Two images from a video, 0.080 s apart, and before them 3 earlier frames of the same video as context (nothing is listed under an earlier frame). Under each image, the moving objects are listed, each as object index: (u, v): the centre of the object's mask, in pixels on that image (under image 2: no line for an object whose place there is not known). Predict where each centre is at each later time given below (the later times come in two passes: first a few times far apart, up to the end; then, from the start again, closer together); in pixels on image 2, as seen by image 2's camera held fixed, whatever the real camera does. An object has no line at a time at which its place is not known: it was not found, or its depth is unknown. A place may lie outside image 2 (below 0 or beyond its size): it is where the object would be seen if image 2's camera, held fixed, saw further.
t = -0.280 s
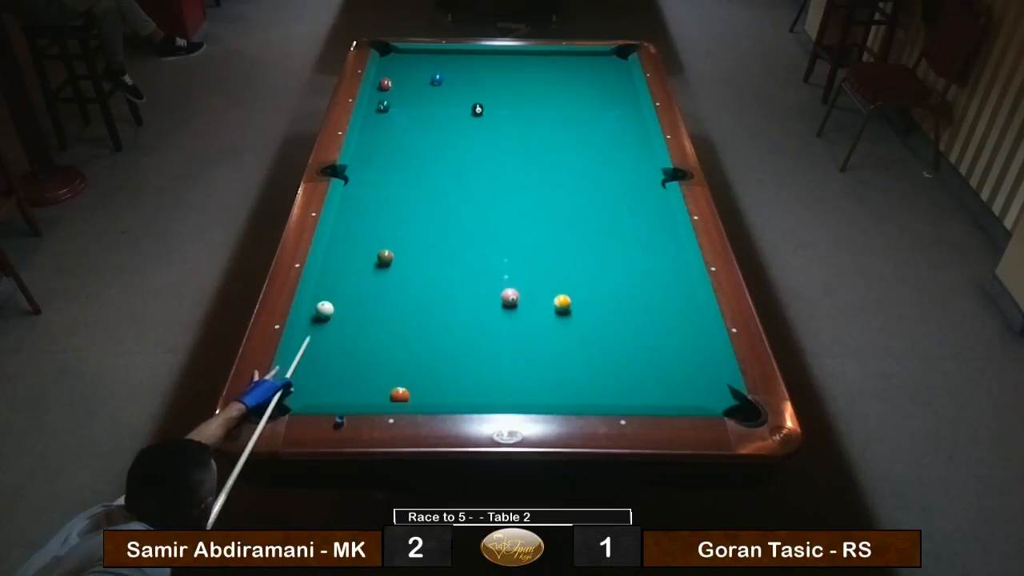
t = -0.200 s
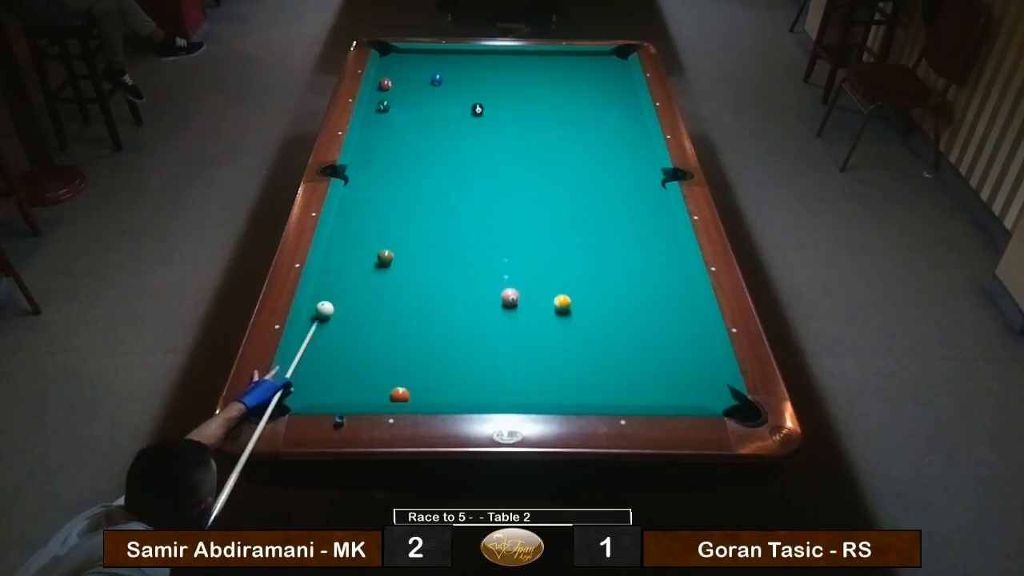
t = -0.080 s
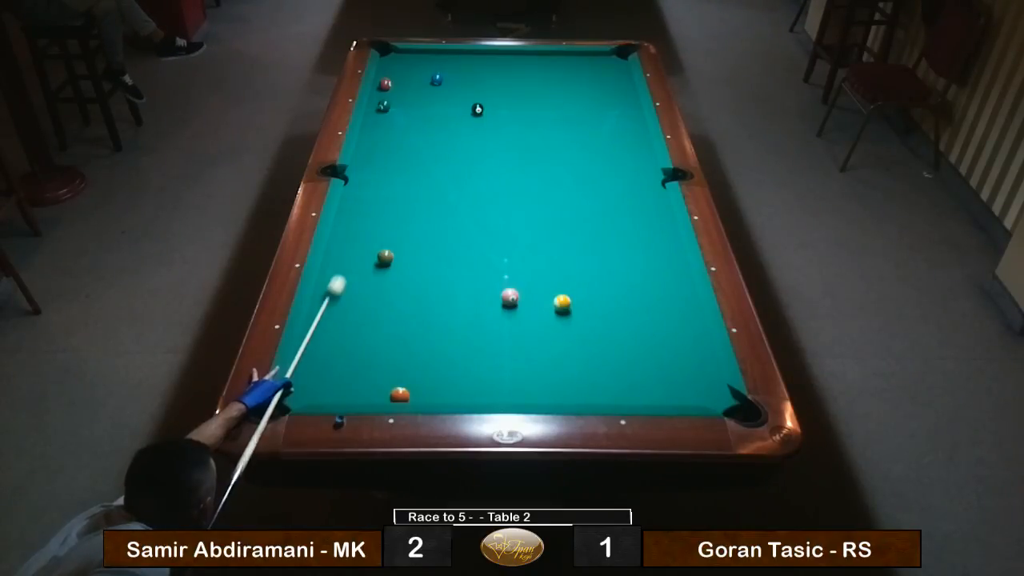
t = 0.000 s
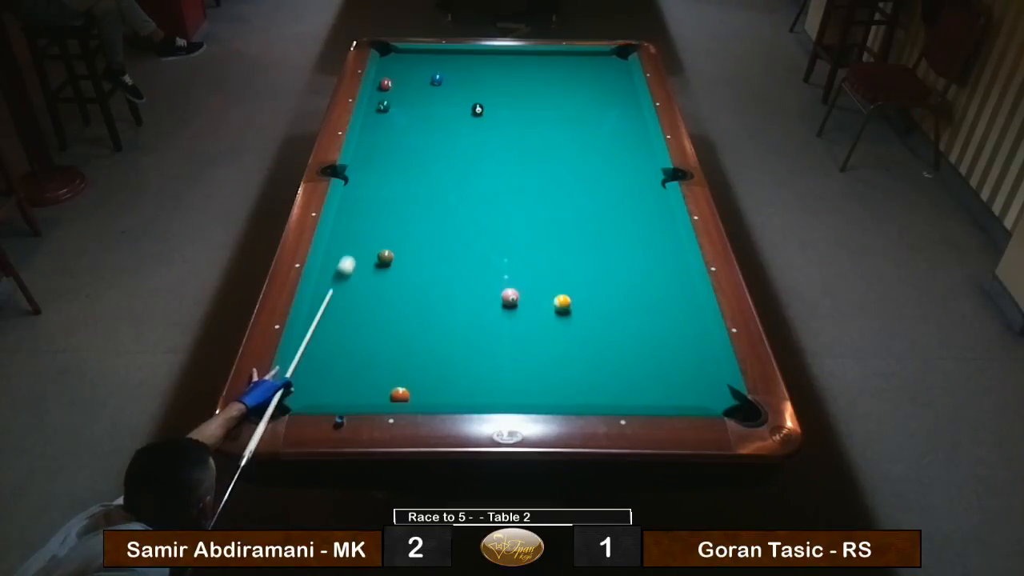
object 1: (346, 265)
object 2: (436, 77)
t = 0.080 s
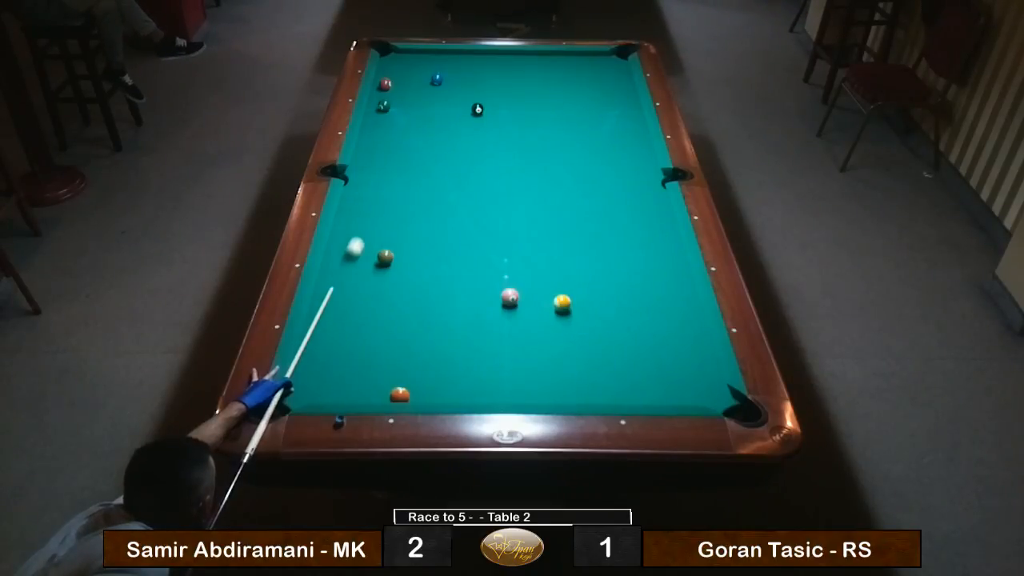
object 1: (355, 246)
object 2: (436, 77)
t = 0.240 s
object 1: (371, 213)
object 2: (436, 78)
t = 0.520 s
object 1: (395, 163)
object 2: (436, 78)
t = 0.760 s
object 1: (411, 128)
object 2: (436, 78)
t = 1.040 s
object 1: (428, 92)
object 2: (436, 78)
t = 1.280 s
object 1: (427, 79)
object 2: (448, 66)
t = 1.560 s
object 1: (420, 71)
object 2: (463, 53)
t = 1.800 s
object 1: (415, 64)
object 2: (469, 63)
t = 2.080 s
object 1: (409, 57)
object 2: (476, 71)
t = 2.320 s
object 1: (405, 52)
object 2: (482, 78)
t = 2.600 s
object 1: (401, 54)
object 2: (488, 87)
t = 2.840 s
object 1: (398, 56)
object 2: (494, 94)
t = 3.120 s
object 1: (395, 59)
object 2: (500, 102)
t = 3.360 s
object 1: (393, 60)
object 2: (506, 109)
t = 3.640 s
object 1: (391, 62)
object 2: (511, 116)
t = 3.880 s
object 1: (390, 63)
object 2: (516, 121)
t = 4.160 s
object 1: (390, 63)
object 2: (521, 127)
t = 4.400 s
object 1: (390, 63)
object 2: (525, 131)
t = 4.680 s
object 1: (390, 63)
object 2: (530, 136)
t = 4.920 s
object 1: (390, 63)
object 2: (533, 138)
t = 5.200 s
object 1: (390, 63)
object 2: (537, 142)
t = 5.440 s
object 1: (390, 63)
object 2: (538, 145)
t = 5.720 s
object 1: (390, 63)
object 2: (540, 146)
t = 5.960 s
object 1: (390, 63)
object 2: (541, 147)
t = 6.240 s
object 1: (390, 63)
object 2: (542, 147)
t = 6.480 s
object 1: (390, 63)
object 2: (542, 147)
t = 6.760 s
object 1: (390, 63)
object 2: (542, 147)
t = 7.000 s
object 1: (390, 63)
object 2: (542, 148)
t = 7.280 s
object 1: (390, 63)
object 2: (542, 147)
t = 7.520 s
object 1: (390, 63)
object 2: (542, 148)
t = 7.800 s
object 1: (390, 63)
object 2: (542, 147)
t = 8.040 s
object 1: (390, 63)
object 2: (542, 147)
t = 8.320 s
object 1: (390, 63)
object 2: (542, 147)
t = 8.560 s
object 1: (390, 63)
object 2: (542, 147)
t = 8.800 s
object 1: (390, 63)
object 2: (542, 147)
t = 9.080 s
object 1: (390, 63)
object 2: (542, 147)
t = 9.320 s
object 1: (390, 63)
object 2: (542, 147)
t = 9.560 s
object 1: (390, 63)
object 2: (542, 147)
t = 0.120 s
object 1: (359, 238)
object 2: (436, 78)
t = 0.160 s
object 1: (363, 229)
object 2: (436, 78)
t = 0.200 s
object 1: (367, 221)
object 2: (436, 78)
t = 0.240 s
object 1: (371, 213)
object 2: (436, 78)
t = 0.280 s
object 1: (375, 205)
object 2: (436, 78)
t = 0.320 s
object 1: (378, 198)
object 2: (436, 78)
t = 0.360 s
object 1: (382, 191)
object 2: (436, 78)
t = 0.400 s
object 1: (385, 184)
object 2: (436, 78)
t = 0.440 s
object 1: (388, 177)
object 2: (436, 78)
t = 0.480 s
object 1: (392, 170)
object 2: (436, 78)
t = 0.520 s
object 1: (395, 163)
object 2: (436, 78)
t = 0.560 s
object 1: (398, 157)
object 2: (436, 78)
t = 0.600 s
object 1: (401, 151)
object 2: (436, 78)
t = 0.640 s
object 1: (403, 145)
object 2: (436, 78)
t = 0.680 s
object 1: (406, 139)
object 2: (436, 78)
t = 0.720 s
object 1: (409, 133)
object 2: (436, 78)
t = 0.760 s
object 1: (411, 128)
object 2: (436, 78)
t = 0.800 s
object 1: (414, 122)
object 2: (436, 77)
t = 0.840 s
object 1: (416, 117)
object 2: (436, 77)
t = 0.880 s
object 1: (419, 112)
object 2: (436, 78)
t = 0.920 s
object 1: (421, 107)
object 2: (436, 77)
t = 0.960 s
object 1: (424, 102)
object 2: (436, 77)
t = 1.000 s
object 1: (426, 97)
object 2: (436, 77)
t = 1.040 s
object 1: (428, 92)
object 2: (436, 78)
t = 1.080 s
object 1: (430, 88)
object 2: (437, 76)
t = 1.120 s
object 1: (432, 83)
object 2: (438, 76)
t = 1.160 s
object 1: (430, 83)
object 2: (440, 75)
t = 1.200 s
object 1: (429, 82)
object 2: (443, 73)
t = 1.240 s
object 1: (428, 81)
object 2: (446, 70)
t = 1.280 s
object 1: (427, 79)
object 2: (448, 66)
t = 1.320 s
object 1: (426, 78)
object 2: (451, 64)
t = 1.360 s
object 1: (425, 77)
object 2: (453, 62)
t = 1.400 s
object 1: (424, 76)
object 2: (455, 59)
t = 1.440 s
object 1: (423, 74)
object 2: (458, 57)
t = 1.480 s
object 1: (422, 73)
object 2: (460, 55)
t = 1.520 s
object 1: (421, 72)
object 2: (462, 53)
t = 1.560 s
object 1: (420, 71)
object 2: (463, 53)
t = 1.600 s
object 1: (419, 70)
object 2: (464, 55)
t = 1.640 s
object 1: (418, 69)
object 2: (466, 57)
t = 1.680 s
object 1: (418, 67)
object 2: (466, 58)
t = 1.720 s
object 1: (417, 66)
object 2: (467, 59)
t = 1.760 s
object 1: (416, 66)
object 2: (468, 62)
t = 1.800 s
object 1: (415, 64)
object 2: (469, 63)
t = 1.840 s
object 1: (414, 63)
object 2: (470, 63)
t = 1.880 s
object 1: (413, 62)
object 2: (471, 64)
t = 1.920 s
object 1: (412, 61)
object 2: (472, 65)
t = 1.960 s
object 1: (412, 60)
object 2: (474, 67)
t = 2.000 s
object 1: (411, 59)
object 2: (474, 69)
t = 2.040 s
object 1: (410, 58)
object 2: (475, 70)
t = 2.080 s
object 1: (409, 57)
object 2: (476, 71)
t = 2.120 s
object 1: (409, 56)
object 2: (477, 72)
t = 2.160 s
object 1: (408, 56)
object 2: (478, 74)
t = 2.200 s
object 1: (407, 55)
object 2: (479, 75)
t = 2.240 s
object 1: (407, 54)
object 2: (480, 76)
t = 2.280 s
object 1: (406, 53)
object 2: (481, 77)
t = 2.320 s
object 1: (405, 52)
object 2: (482, 78)
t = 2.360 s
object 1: (405, 51)
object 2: (483, 80)
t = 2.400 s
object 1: (404, 52)
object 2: (484, 82)
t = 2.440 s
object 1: (403, 53)
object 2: (485, 83)
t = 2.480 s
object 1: (403, 53)
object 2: (486, 84)
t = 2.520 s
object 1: (402, 53)
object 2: (486, 85)
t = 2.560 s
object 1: (402, 54)
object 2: (487, 86)
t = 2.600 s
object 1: (401, 54)
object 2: (488, 87)
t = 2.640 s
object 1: (401, 55)
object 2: (489, 89)
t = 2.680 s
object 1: (400, 55)
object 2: (490, 88)
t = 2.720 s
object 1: (400, 56)
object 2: (491, 90)
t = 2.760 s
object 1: (399, 56)
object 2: (492, 92)
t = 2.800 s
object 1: (399, 56)
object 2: (493, 93)
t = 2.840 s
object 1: (398, 56)
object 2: (494, 94)
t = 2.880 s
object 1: (398, 57)
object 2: (495, 95)
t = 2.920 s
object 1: (397, 57)
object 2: (496, 96)
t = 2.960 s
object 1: (397, 58)
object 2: (497, 98)
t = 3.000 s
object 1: (396, 58)
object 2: (498, 99)
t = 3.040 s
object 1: (396, 58)
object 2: (499, 100)
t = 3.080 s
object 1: (396, 58)
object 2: (499, 100)
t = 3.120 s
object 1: (395, 59)
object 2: (500, 102)
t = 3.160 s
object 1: (395, 59)
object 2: (501, 103)
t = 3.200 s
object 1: (394, 59)
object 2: (502, 104)
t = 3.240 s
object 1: (394, 60)
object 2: (503, 106)
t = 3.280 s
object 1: (394, 60)
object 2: (504, 107)
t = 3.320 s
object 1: (393, 60)
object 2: (505, 108)
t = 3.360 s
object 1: (393, 60)
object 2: (506, 109)
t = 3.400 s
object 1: (393, 61)
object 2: (507, 109)
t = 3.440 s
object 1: (393, 61)
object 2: (508, 110)
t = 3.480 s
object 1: (392, 61)
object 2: (508, 111)
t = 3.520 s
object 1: (392, 61)
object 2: (509, 113)
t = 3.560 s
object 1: (392, 62)
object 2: (510, 114)
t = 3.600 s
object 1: (391, 62)
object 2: (511, 115)
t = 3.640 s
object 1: (391, 62)
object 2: (511, 116)
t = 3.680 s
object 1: (391, 62)
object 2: (512, 117)
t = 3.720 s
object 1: (391, 62)
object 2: (513, 117)
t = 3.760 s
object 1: (391, 62)
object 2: (514, 118)
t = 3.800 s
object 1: (391, 62)
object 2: (515, 119)
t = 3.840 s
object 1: (390, 63)
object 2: (515, 120)
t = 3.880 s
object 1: (390, 63)
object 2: (516, 121)
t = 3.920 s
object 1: (390, 63)
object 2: (517, 122)
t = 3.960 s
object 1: (390, 63)
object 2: (518, 123)
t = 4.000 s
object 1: (390, 63)
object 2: (518, 124)
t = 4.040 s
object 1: (390, 63)
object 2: (519, 125)
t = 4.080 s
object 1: (390, 63)
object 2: (520, 125)
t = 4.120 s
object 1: (390, 63)
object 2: (521, 126)
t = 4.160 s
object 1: (390, 63)
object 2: (521, 127)
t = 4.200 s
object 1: (390, 63)
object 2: (522, 127)
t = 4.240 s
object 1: (390, 63)
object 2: (523, 128)
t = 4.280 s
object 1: (390, 63)
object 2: (523, 128)
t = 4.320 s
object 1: (390, 63)
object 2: (524, 129)
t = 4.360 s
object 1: (390, 63)
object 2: (525, 130)
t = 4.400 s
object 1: (390, 63)
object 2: (525, 131)
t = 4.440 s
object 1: (390, 63)
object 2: (526, 132)
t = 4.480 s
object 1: (390, 63)
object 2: (527, 132)
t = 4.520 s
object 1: (390, 63)
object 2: (528, 133)
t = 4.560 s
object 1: (390, 63)
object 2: (528, 133)
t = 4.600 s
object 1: (390, 63)
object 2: (529, 135)
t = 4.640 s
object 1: (390, 63)
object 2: (529, 135)
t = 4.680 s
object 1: (390, 63)
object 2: (530, 136)
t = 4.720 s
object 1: (390, 63)
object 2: (531, 136)
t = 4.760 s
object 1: (390, 63)
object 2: (531, 136)
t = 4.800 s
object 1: (390, 63)
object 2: (532, 137)
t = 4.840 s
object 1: (390, 63)
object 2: (532, 137)
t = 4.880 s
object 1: (390, 63)
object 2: (533, 138)
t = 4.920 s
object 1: (390, 63)
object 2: (533, 138)
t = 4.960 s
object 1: (390, 63)
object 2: (534, 139)
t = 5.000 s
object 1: (390, 63)
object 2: (534, 140)
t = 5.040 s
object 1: (390, 63)
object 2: (535, 141)
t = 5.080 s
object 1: (390, 63)
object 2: (535, 141)
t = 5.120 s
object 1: (390, 63)
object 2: (536, 141)
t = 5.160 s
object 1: (390, 63)
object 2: (536, 142)
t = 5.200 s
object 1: (390, 63)
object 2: (537, 142)
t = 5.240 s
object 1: (390, 63)
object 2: (537, 143)
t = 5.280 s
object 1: (390, 63)
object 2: (537, 143)
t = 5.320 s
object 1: (390, 63)
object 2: (538, 144)
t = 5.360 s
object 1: (390, 63)
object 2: (538, 144)
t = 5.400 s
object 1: (390, 63)
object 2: (538, 144)
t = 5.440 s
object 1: (390, 63)
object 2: (538, 145)
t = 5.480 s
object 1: (390, 63)
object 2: (539, 145)
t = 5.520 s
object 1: (390, 63)
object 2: (539, 145)
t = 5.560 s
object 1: (390, 63)
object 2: (539, 145)
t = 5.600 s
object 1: (390, 63)
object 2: (540, 145)
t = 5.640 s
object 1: (390, 63)
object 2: (540, 146)
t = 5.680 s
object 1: (390, 63)
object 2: (540, 146)
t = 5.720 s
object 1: (390, 63)
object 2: (540, 146)
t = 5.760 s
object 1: (390, 63)
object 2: (541, 146)
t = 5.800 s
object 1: (390, 63)
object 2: (541, 146)
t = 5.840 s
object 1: (390, 63)
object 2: (541, 146)
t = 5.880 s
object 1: (390, 63)
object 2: (541, 146)
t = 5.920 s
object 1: (390, 63)
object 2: (541, 147)
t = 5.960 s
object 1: (390, 63)
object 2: (541, 147)
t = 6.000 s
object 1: (390, 63)
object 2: (542, 147)
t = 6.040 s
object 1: (390, 63)
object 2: (542, 147)
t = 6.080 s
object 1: (390, 63)
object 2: (542, 147)
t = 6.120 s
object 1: (390, 63)
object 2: (542, 147)
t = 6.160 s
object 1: (390, 63)
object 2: (542, 147)
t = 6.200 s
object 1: (390, 63)
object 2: (542, 147)
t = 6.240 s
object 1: (390, 63)
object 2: (542, 147)
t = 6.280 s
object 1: (390, 63)
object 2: (542, 147)
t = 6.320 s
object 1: (390, 63)
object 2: (542, 147)
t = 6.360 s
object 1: (390, 63)
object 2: (542, 147)
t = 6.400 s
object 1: (390, 63)
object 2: (542, 147)
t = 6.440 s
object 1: (390, 63)
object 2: (542, 147)
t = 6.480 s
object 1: (390, 63)
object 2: (542, 147)
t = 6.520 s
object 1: (390, 63)
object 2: (542, 147)
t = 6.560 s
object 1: (390, 63)
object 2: (542, 147)
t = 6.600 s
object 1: (390, 63)
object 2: (542, 148)
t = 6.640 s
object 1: (390, 63)
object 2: (542, 147)
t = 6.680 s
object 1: (390, 63)
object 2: (542, 147)
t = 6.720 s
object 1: (390, 63)
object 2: (542, 147)
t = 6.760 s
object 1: (390, 63)
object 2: (542, 147)
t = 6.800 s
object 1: (390, 63)
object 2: (542, 147)
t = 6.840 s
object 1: (390, 63)
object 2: (542, 147)
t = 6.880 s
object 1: (390, 63)
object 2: (542, 147)
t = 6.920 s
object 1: (390, 63)
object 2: (542, 147)
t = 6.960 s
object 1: (390, 63)
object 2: (542, 147)
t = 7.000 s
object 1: (390, 63)
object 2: (542, 148)
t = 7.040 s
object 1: (390, 63)
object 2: (542, 147)
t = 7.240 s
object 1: (390, 63)
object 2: (542, 148)
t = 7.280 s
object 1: (390, 63)
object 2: (542, 147)
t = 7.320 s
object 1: (390, 63)
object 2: (542, 147)
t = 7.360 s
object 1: (390, 63)
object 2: (542, 147)
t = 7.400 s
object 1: (390, 63)
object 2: (542, 147)
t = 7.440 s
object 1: (390, 63)
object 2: (542, 147)
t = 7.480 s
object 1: (390, 63)
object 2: (542, 148)
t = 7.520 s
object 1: (390, 63)
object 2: (542, 148)
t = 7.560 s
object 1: (390, 63)
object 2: (542, 147)
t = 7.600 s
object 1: (390, 63)
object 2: (542, 147)
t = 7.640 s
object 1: (390, 63)
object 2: (542, 147)
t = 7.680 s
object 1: (390, 63)
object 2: (542, 147)
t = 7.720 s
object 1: (390, 63)
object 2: (542, 147)
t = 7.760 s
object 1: (390, 63)
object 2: (542, 147)
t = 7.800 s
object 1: (390, 63)
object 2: (542, 147)
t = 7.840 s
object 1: (390, 63)
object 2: (542, 147)
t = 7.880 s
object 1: (390, 63)
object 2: (542, 147)
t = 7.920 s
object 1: (390, 63)
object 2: (542, 147)
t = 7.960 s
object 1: (390, 63)
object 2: (542, 147)
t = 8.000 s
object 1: (390, 63)
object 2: (542, 147)
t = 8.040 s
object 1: (390, 63)
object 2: (542, 147)
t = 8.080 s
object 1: (390, 63)
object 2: (542, 147)
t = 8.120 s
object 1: (390, 63)
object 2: (542, 147)
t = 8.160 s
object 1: (390, 63)
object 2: (542, 147)
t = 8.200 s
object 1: (390, 63)
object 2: (542, 147)
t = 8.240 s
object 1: (390, 63)
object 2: (542, 147)
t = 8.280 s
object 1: (390, 63)
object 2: (542, 147)
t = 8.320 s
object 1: (390, 63)
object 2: (542, 147)
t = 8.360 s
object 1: (390, 63)
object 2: (542, 147)
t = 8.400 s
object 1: (390, 63)
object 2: (542, 147)
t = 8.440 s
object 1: (390, 63)
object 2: (542, 147)
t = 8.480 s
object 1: (390, 63)
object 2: (542, 147)
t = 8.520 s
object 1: (390, 63)
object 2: (542, 147)
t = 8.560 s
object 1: (390, 63)
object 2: (542, 147)
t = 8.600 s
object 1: (390, 63)
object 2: (542, 147)
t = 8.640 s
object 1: (390, 63)
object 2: (542, 147)
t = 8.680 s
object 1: (390, 63)
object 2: (542, 147)
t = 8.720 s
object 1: (390, 63)
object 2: (542, 147)
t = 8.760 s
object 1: (390, 63)
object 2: (542, 147)
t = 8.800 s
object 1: (390, 63)
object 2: (542, 147)
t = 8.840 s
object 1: (390, 63)
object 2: (542, 147)
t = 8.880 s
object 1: (390, 63)
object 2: (542, 147)
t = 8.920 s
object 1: (390, 63)
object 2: (542, 147)
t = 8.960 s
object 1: (390, 63)
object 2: (542, 147)
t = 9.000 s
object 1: (390, 63)
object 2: (542, 147)
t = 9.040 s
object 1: (390, 63)
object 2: (542, 147)
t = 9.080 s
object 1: (390, 63)
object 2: (542, 147)
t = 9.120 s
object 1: (390, 63)
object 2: (542, 147)
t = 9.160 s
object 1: (390, 63)
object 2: (542, 147)
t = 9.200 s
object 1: (390, 63)
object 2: (542, 147)
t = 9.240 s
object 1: (390, 63)
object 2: (542, 147)
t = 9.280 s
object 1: (390, 63)
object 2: (542, 147)
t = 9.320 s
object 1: (390, 63)
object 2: (542, 147)
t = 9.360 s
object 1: (390, 63)
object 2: (542, 147)
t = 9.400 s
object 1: (390, 63)
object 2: (542, 147)
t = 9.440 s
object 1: (390, 63)
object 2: (542, 147)
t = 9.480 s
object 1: (390, 63)
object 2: (542, 147)
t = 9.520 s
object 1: (390, 63)
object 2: (542, 147)
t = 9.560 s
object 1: (390, 63)
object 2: (542, 147)
